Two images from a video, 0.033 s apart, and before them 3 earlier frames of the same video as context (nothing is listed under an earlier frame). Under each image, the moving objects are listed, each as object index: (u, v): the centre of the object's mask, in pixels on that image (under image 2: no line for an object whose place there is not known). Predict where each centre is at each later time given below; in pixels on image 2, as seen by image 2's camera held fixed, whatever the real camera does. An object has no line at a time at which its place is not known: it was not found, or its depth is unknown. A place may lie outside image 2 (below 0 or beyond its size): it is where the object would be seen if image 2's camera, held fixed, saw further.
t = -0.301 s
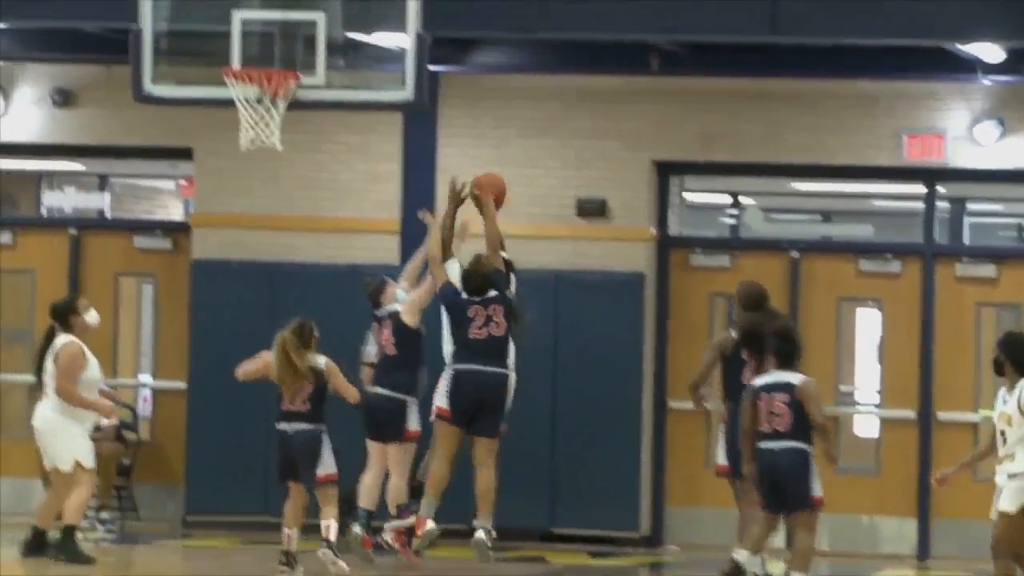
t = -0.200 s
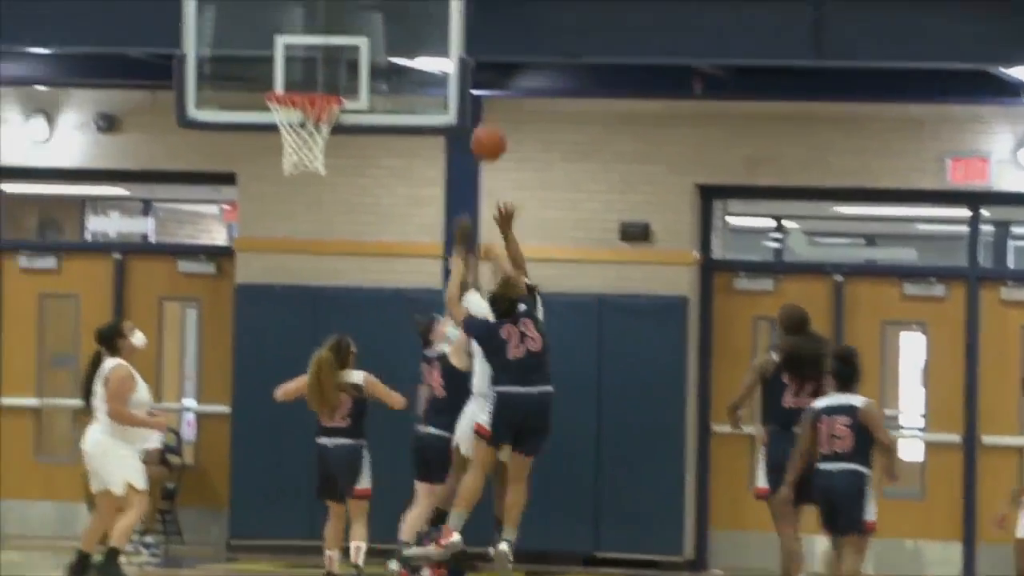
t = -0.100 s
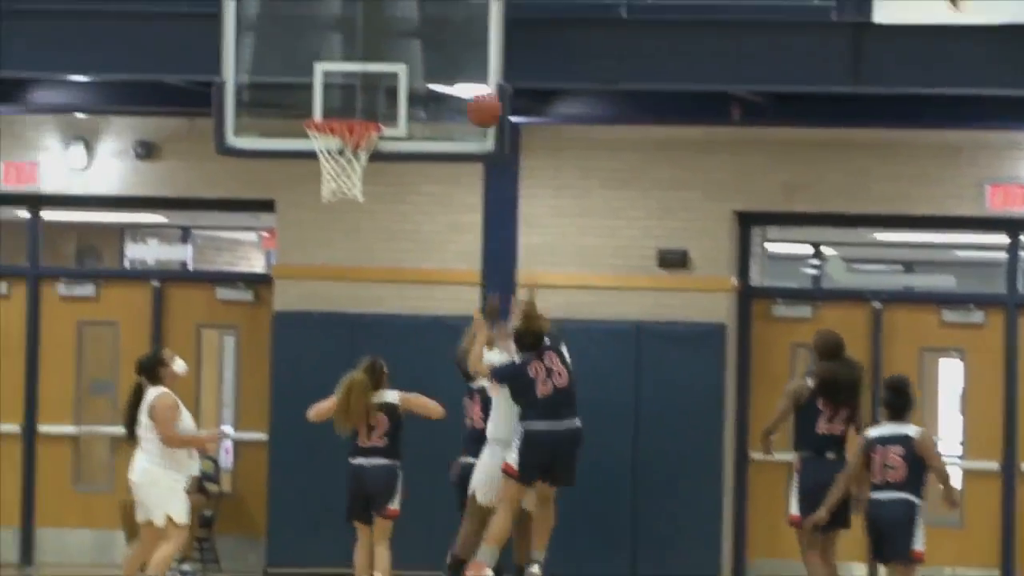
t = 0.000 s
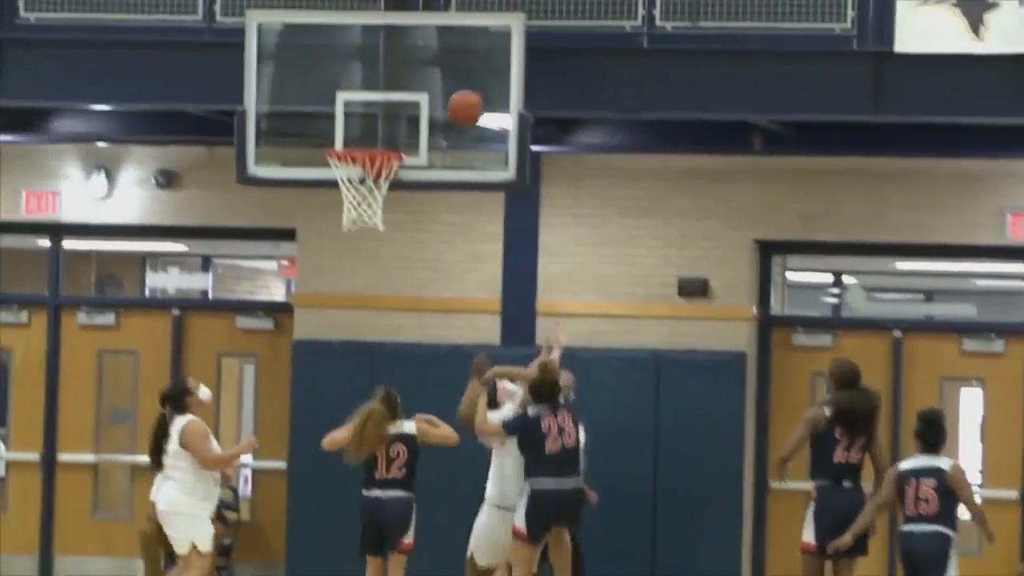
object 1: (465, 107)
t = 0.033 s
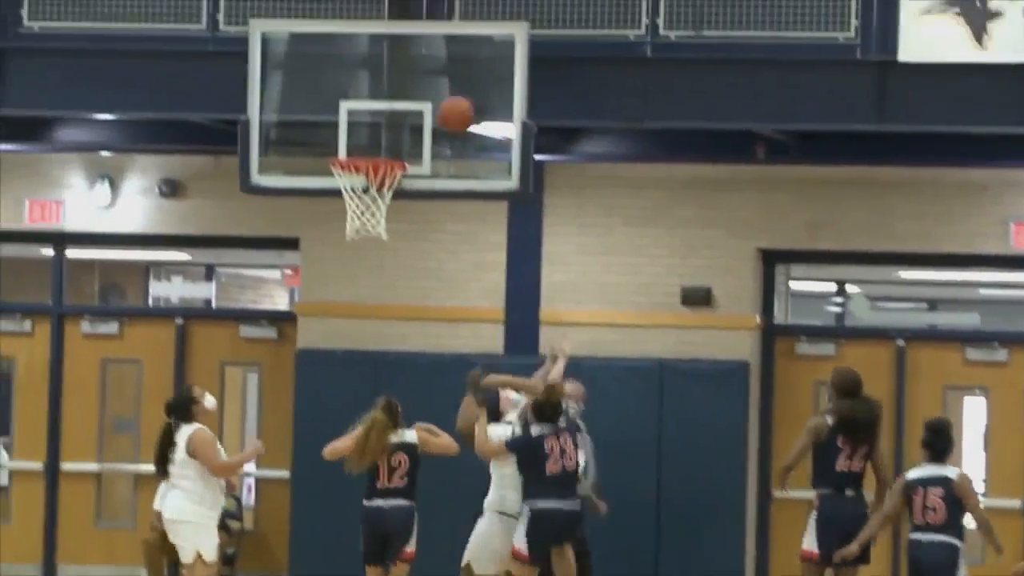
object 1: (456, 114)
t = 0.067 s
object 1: (443, 112)
